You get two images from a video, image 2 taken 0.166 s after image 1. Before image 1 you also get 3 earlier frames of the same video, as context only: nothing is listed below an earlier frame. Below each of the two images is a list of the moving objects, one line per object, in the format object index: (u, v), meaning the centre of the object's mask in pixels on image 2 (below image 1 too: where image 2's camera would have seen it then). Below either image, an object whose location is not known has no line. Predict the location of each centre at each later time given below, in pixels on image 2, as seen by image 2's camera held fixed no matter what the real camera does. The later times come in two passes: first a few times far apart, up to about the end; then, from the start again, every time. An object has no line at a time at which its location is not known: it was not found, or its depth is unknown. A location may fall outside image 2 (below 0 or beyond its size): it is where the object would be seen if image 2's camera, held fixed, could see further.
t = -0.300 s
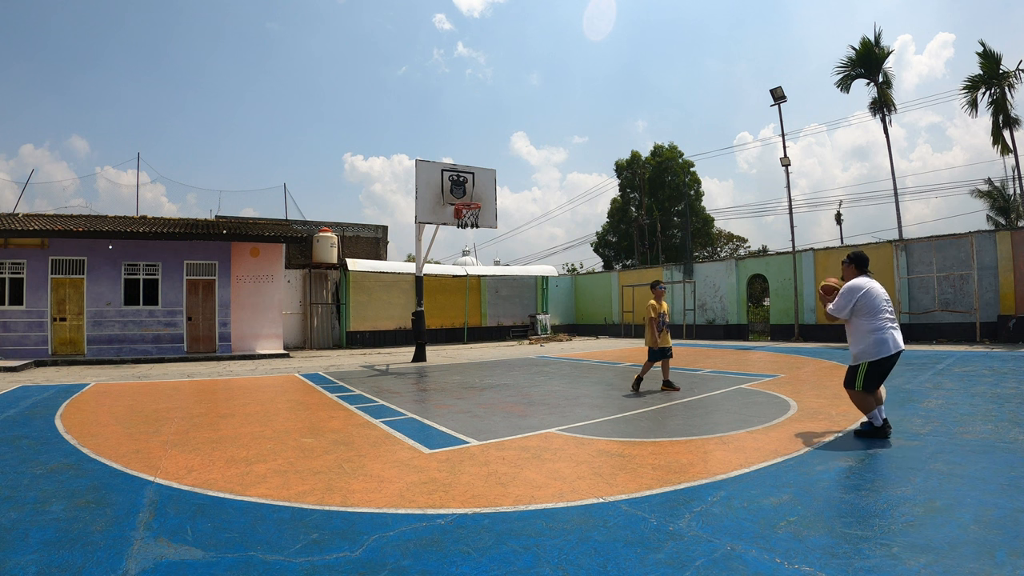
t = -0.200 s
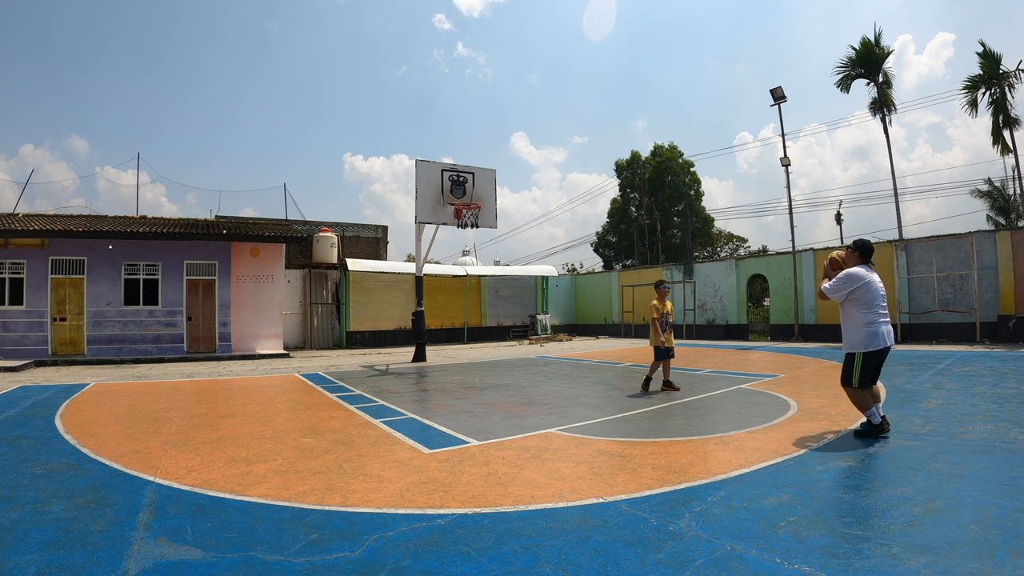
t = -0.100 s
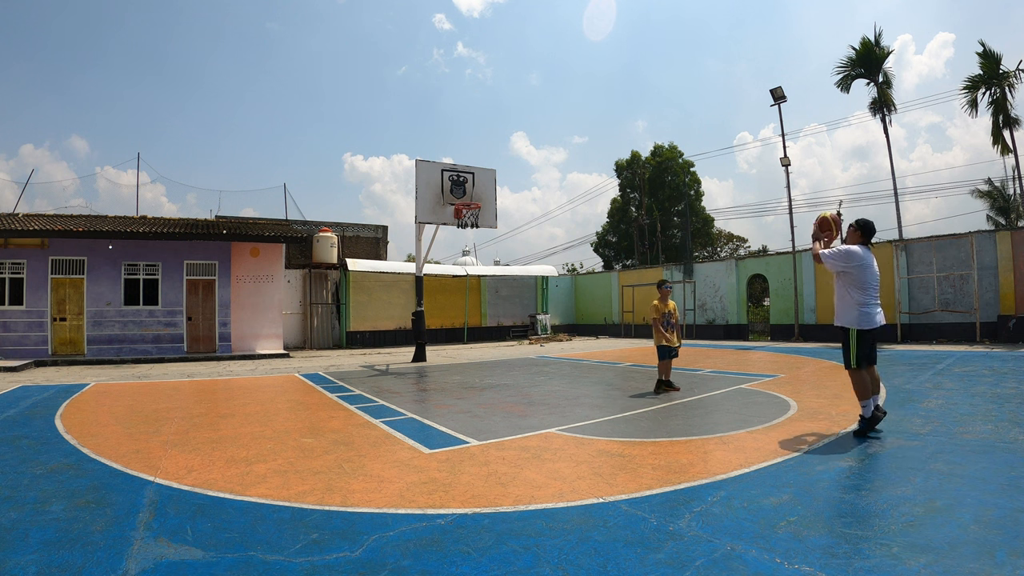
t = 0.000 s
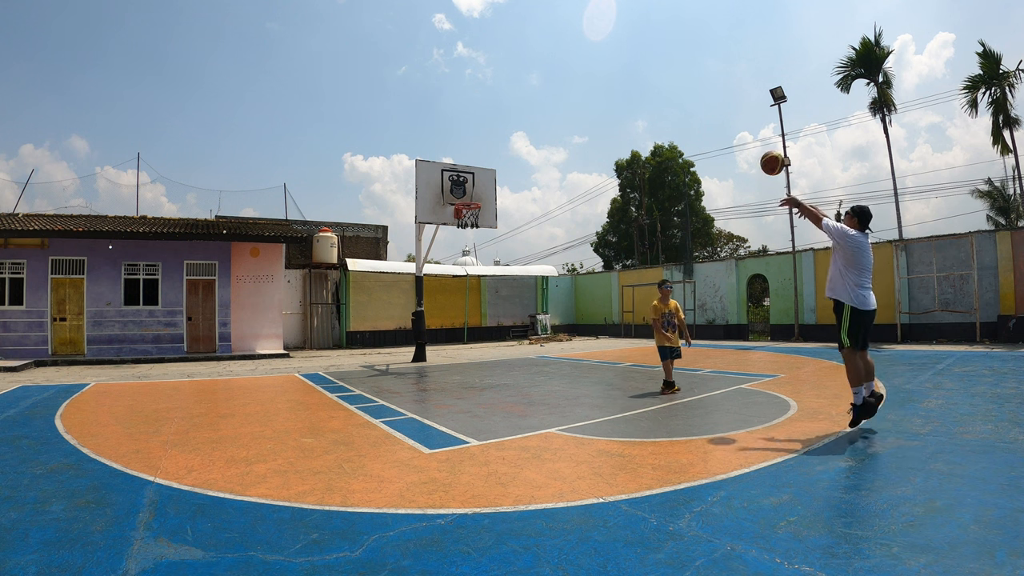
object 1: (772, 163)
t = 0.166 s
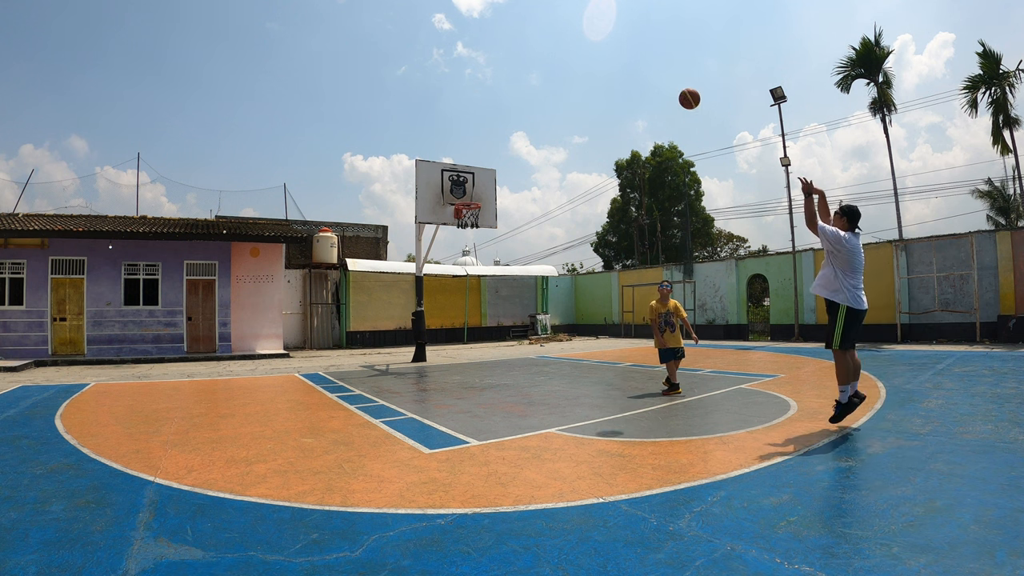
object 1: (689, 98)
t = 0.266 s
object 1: (649, 79)
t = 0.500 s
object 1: (575, 70)
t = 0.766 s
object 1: (515, 101)
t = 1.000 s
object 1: (475, 154)
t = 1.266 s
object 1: (440, 186)
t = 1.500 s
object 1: (434, 166)
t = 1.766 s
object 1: (427, 178)
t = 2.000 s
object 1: (418, 230)
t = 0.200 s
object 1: (675, 91)
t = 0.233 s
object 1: (661, 84)
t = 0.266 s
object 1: (649, 79)
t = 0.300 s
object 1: (637, 75)
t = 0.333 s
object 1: (625, 72)
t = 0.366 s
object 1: (614, 70)
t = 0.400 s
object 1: (604, 69)
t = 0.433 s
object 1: (594, 68)
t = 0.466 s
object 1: (584, 69)
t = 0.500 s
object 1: (575, 70)
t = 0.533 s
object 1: (567, 72)
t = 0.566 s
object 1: (558, 74)
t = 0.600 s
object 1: (551, 77)
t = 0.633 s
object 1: (543, 81)
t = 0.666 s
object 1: (536, 85)
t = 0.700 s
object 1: (529, 90)
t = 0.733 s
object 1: (522, 95)
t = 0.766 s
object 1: (515, 101)
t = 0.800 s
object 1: (509, 108)
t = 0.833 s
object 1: (503, 114)
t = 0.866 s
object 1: (497, 121)
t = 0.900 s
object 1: (491, 129)
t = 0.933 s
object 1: (486, 137)
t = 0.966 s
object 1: (480, 145)
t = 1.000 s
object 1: (475, 154)
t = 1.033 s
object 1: (470, 163)
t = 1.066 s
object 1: (466, 172)
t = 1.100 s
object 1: (460, 182)
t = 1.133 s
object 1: (456, 192)
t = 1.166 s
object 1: (451, 199)
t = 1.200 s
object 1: (445, 195)
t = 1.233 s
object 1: (441, 191)
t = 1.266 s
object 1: (440, 186)
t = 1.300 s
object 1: (439, 182)
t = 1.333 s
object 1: (438, 178)
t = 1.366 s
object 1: (437, 174)
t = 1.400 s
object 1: (436, 172)
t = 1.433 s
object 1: (436, 169)
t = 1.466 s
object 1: (435, 167)
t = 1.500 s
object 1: (434, 166)
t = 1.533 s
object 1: (433, 165)
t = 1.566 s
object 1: (433, 165)
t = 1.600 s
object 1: (432, 165)
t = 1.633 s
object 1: (431, 167)
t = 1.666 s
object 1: (430, 169)
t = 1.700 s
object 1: (429, 171)
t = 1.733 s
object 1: (428, 174)
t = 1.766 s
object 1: (427, 178)
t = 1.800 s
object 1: (425, 182)
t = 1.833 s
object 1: (424, 188)
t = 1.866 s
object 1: (423, 194)
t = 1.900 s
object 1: (422, 202)
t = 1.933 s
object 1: (421, 211)
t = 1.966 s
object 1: (420, 220)
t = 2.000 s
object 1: (418, 230)
